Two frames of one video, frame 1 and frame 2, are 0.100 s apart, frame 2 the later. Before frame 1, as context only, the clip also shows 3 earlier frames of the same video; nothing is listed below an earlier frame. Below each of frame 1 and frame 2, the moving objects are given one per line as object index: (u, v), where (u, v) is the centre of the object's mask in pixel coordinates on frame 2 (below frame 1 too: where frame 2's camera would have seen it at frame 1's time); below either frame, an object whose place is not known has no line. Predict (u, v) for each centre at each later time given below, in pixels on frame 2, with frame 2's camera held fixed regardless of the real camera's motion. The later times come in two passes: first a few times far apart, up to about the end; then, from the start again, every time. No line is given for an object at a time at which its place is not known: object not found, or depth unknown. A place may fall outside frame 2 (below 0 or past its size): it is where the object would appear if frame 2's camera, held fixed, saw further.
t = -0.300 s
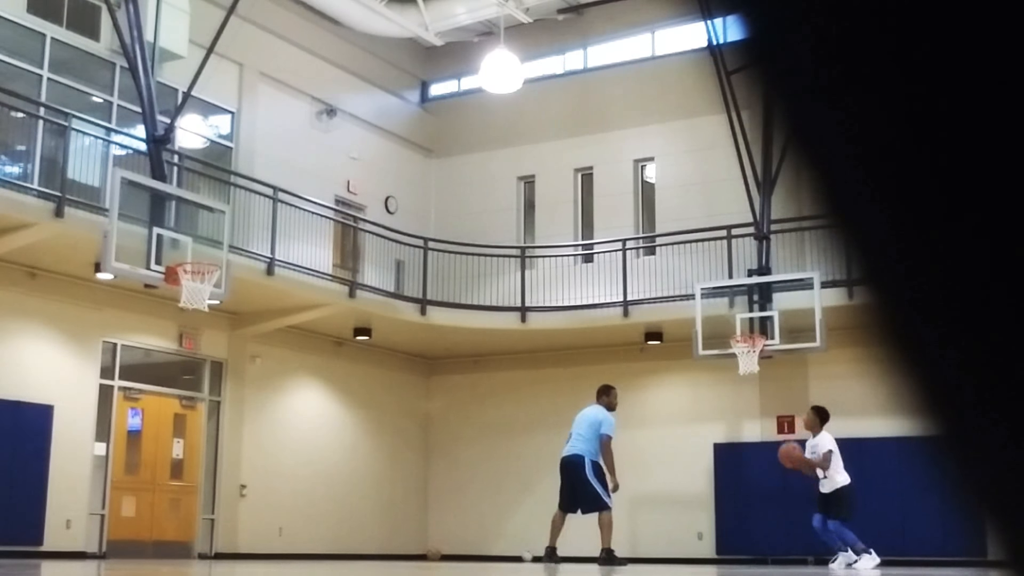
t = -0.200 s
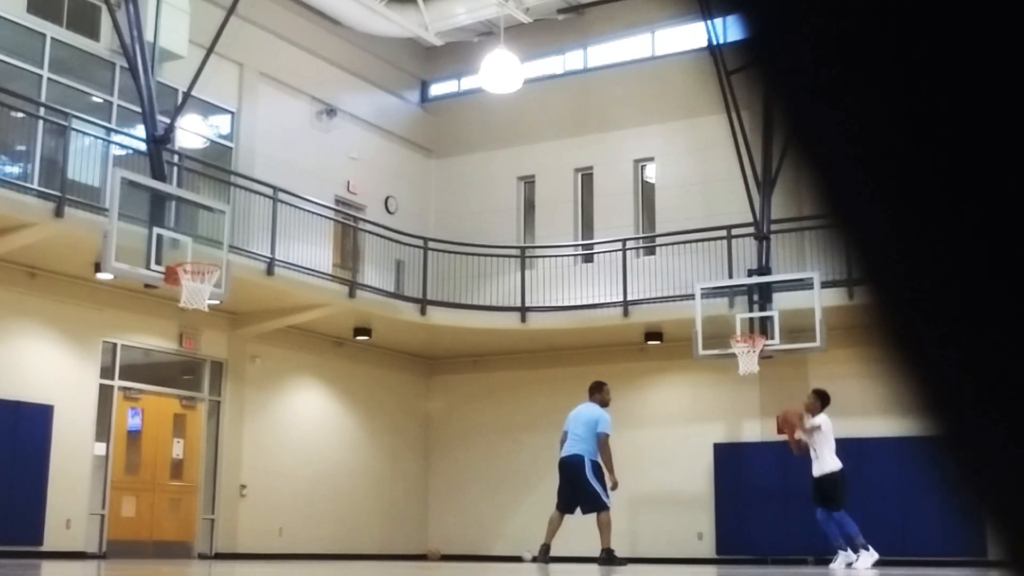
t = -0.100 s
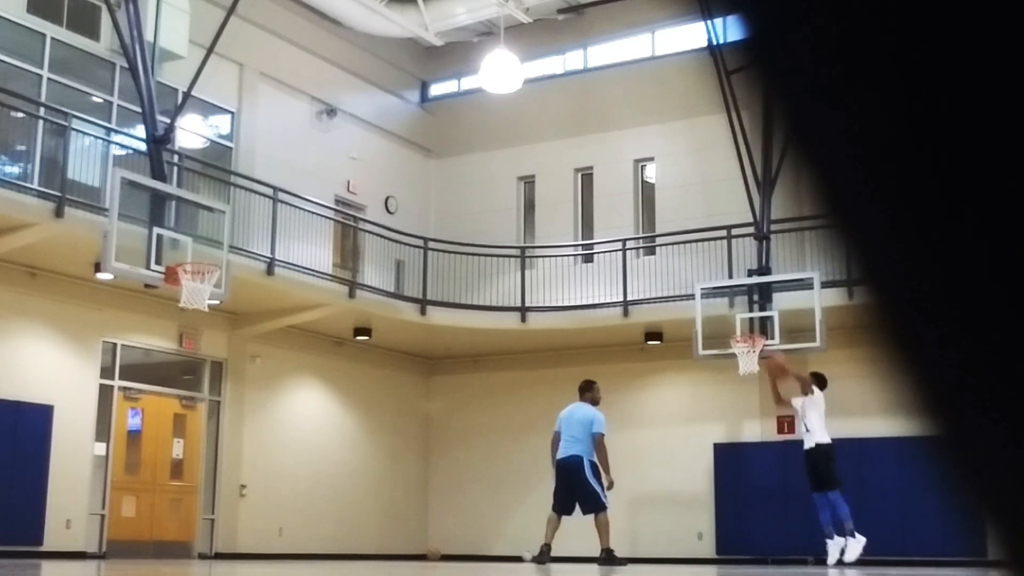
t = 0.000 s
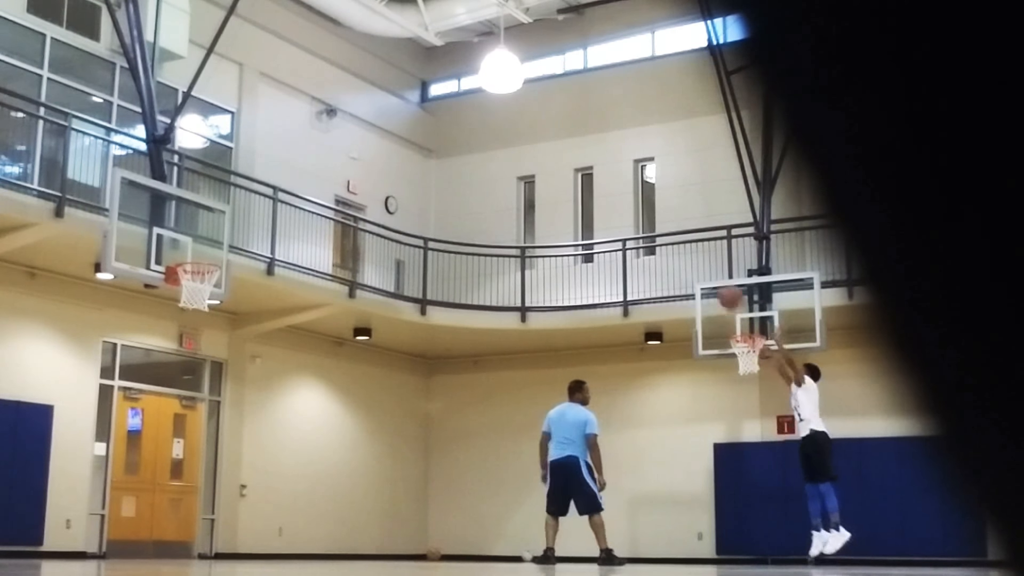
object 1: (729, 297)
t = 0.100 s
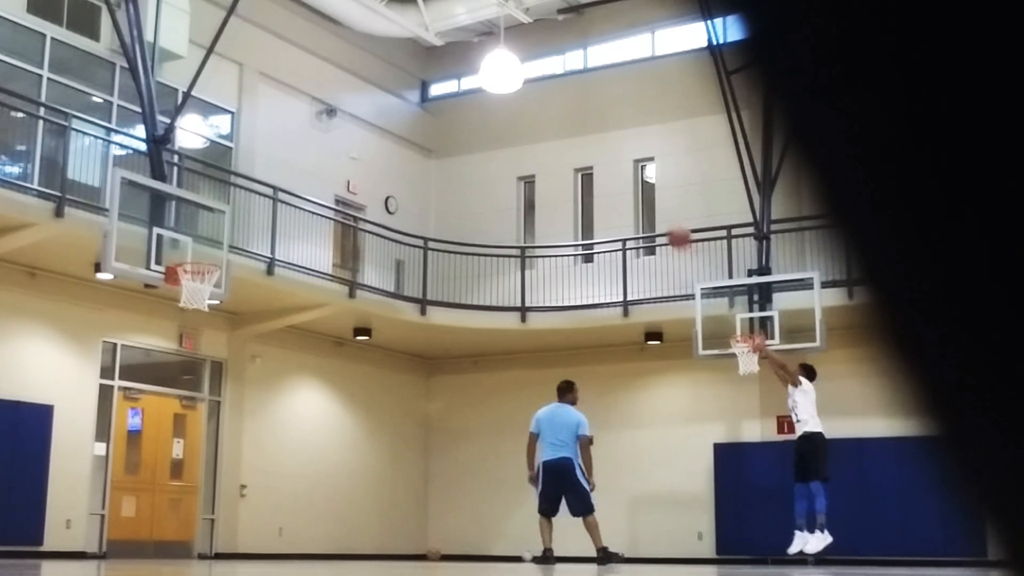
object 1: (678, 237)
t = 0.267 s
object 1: (598, 162)
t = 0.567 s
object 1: (470, 100)
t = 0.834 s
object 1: (360, 111)
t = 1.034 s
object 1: (281, 160)
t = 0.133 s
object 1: (661, 220)
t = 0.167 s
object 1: (645, 204)
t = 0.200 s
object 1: (629, 188)
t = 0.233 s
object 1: (614, 175)
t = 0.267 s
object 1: (598, 162)
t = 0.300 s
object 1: (583, 150)
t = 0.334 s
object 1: (568, 140)
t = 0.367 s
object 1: (554, 131)
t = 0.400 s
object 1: (539, 122)
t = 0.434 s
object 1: (526, 115)
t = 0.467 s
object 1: (512, 110)
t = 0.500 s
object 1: (497, 106)
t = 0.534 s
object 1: (483, 102)
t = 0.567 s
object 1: (470, 100)
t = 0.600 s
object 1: (455, 99)
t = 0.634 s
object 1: (442, 97)
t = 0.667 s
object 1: (427, 97)
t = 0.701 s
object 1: (415, 96)
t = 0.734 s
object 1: (400, 98)
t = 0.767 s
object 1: (387, 102)
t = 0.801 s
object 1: (373, 106)
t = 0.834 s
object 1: (360, 111)
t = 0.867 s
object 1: (347, 116)
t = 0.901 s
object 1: (333, 123)
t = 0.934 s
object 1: (321, 131)
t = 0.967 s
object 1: (307, 140)
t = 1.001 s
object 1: (293, 150)
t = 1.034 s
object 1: (281, 160)
